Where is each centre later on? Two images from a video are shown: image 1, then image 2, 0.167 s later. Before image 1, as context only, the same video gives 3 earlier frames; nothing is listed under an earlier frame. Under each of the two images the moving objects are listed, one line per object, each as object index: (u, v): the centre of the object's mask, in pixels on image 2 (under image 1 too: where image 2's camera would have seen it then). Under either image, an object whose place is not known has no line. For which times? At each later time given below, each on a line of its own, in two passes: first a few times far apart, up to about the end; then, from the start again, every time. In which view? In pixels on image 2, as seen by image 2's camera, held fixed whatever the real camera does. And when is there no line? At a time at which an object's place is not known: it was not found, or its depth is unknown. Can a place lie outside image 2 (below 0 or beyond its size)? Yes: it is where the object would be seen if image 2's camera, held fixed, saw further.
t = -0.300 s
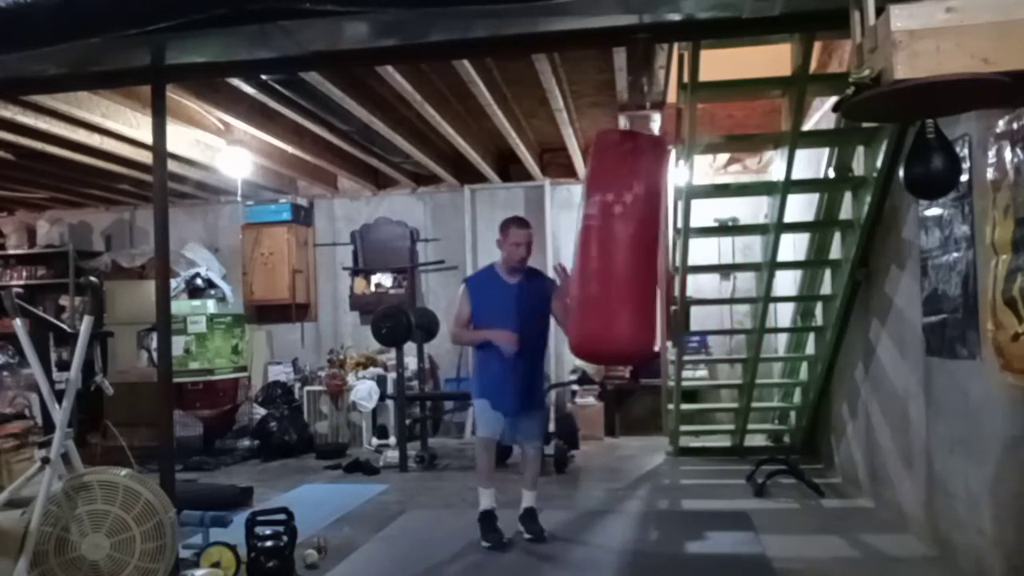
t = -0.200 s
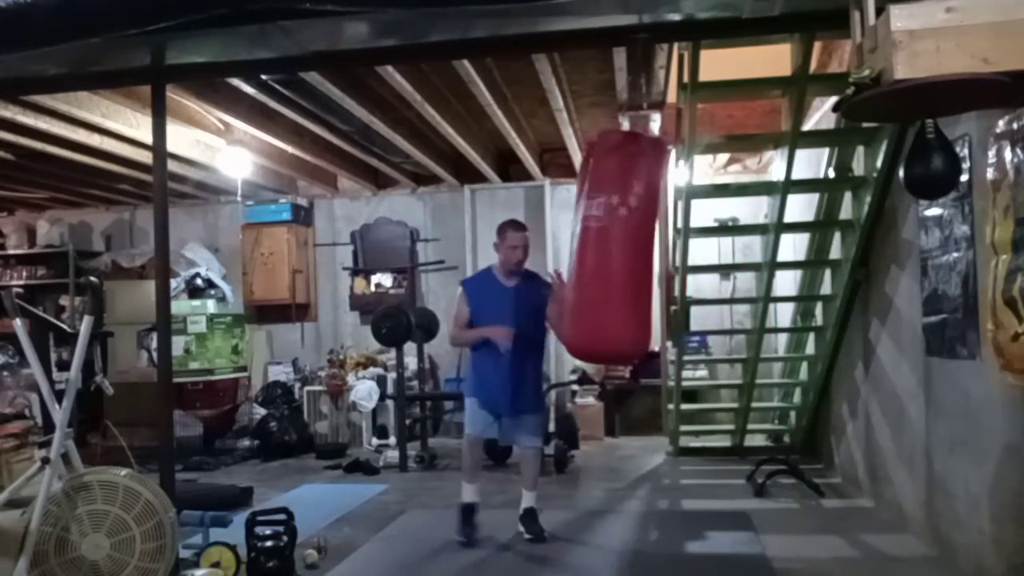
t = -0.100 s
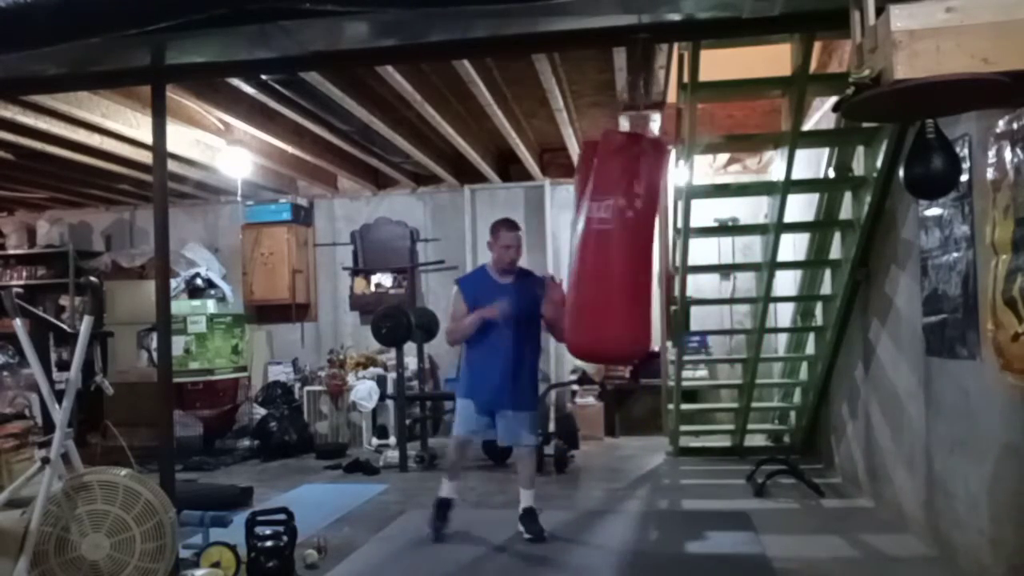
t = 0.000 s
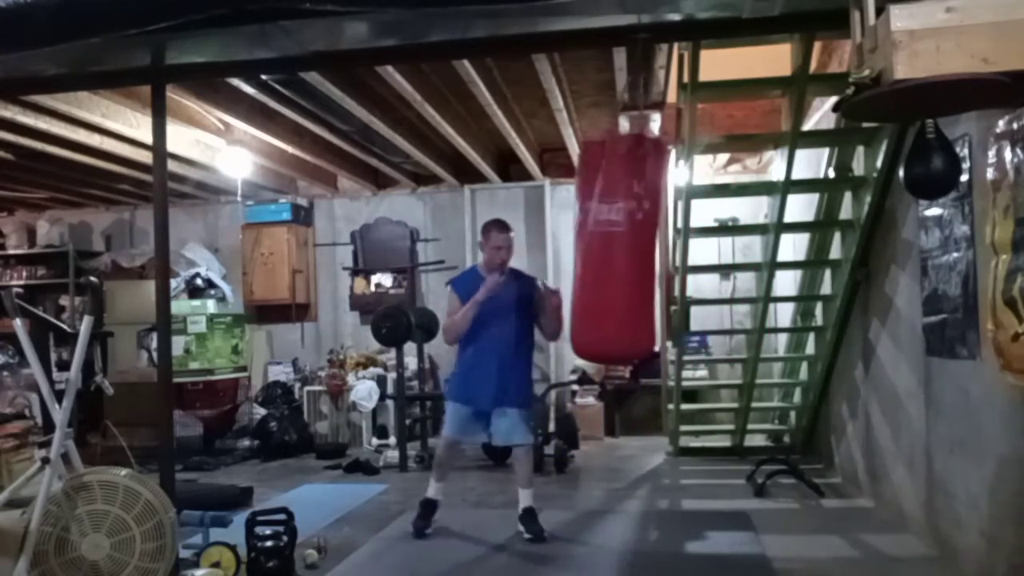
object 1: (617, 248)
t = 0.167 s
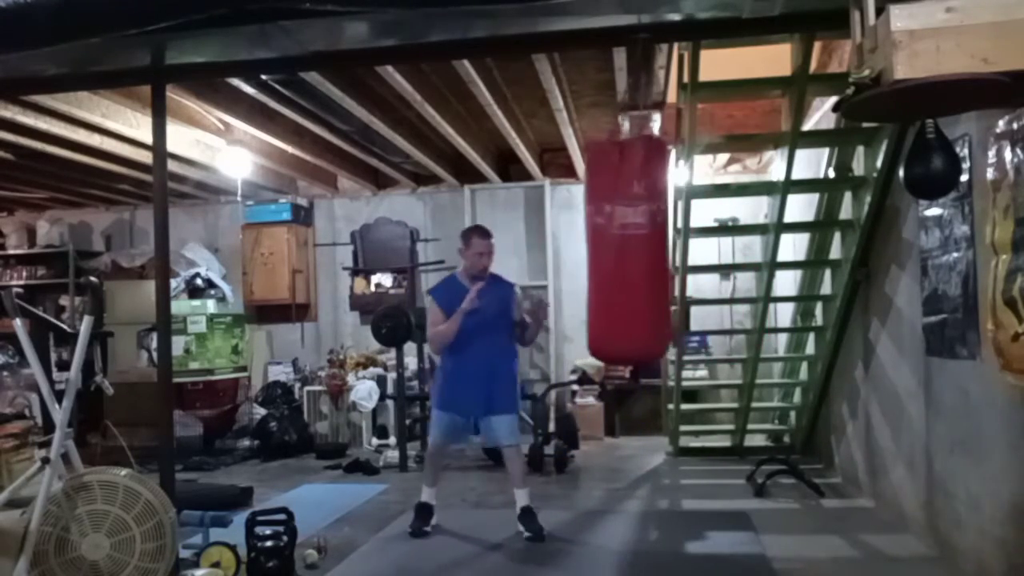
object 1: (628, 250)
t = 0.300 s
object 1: (641, 253)
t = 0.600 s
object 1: (676, 251)
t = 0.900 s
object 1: (692, 249)
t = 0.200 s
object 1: (630, 250)
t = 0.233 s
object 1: (634, 250)
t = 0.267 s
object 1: (637, 252)
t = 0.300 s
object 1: (641, 253)
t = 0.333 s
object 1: (644, 253)
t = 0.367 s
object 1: (649, 254)
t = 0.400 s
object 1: (653, 253)
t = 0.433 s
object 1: (657, 253)
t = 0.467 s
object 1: (661, 254)
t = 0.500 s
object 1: (665, 253)
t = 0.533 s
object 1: (669, 252)
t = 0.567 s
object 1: (672, 252)
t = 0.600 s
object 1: (676, 251)
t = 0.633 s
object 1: (679, 251)
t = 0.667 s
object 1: (682, 251)
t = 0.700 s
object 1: (684, 250)
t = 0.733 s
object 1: (686, 249)
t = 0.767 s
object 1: (688, 249)
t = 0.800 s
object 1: (690, 249)
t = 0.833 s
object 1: (691, 249)
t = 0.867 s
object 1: (691, 249)
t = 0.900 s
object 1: (692, 249)
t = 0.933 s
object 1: (692, 249)
